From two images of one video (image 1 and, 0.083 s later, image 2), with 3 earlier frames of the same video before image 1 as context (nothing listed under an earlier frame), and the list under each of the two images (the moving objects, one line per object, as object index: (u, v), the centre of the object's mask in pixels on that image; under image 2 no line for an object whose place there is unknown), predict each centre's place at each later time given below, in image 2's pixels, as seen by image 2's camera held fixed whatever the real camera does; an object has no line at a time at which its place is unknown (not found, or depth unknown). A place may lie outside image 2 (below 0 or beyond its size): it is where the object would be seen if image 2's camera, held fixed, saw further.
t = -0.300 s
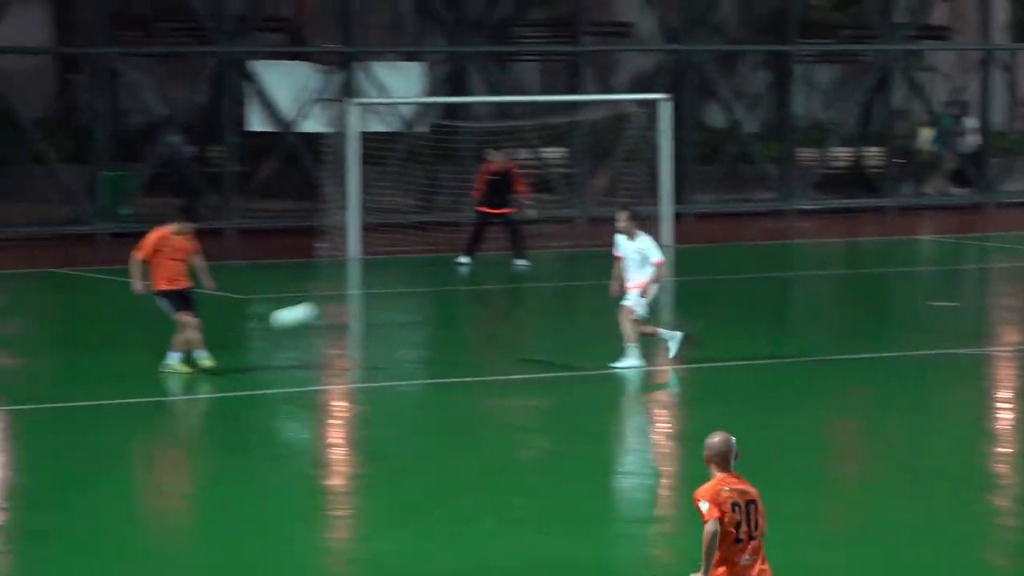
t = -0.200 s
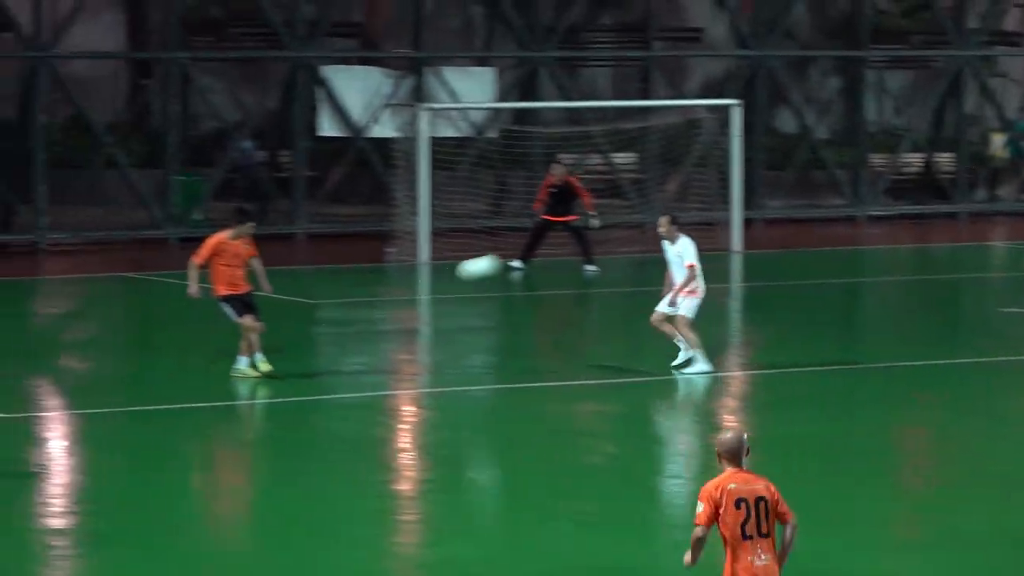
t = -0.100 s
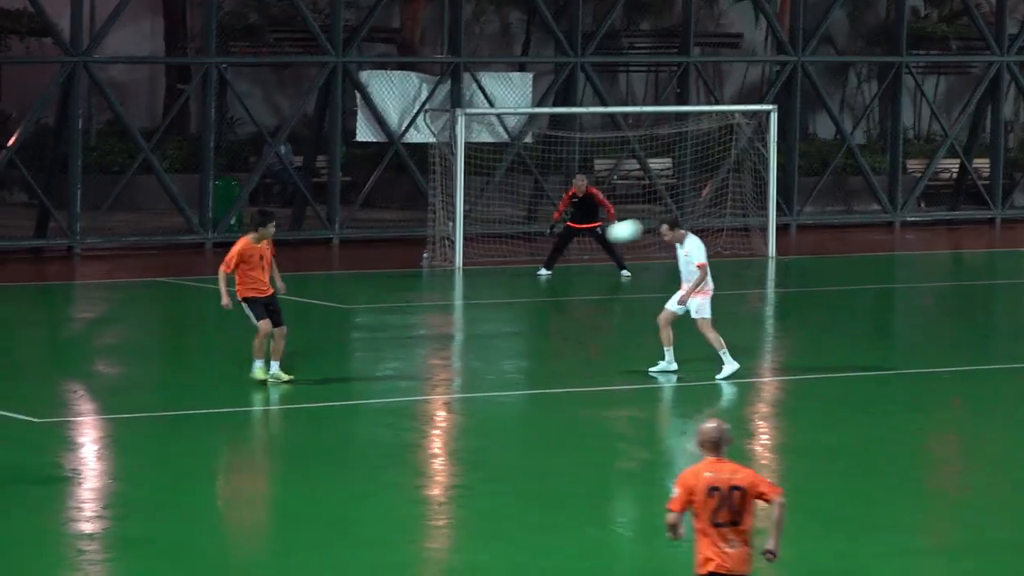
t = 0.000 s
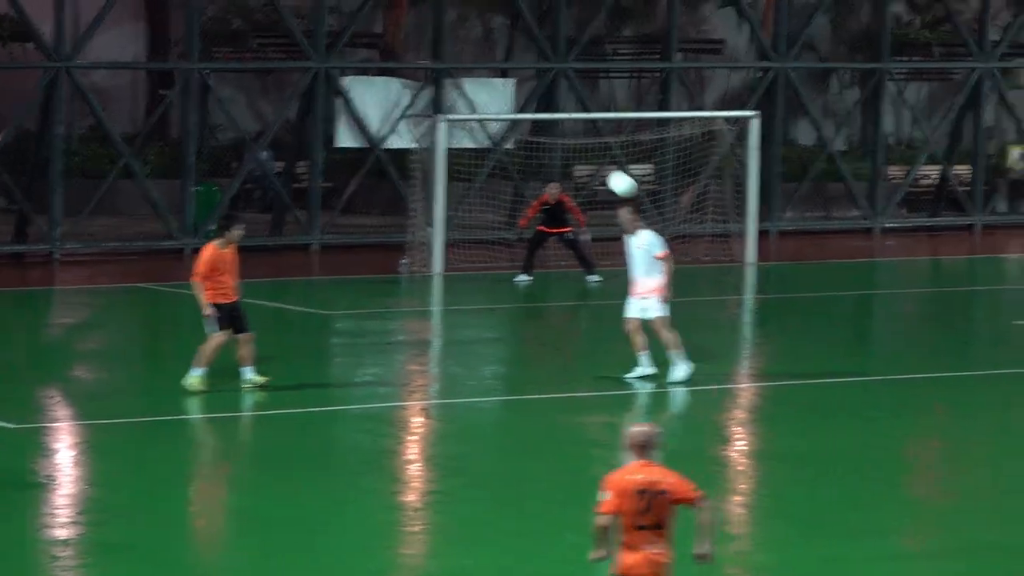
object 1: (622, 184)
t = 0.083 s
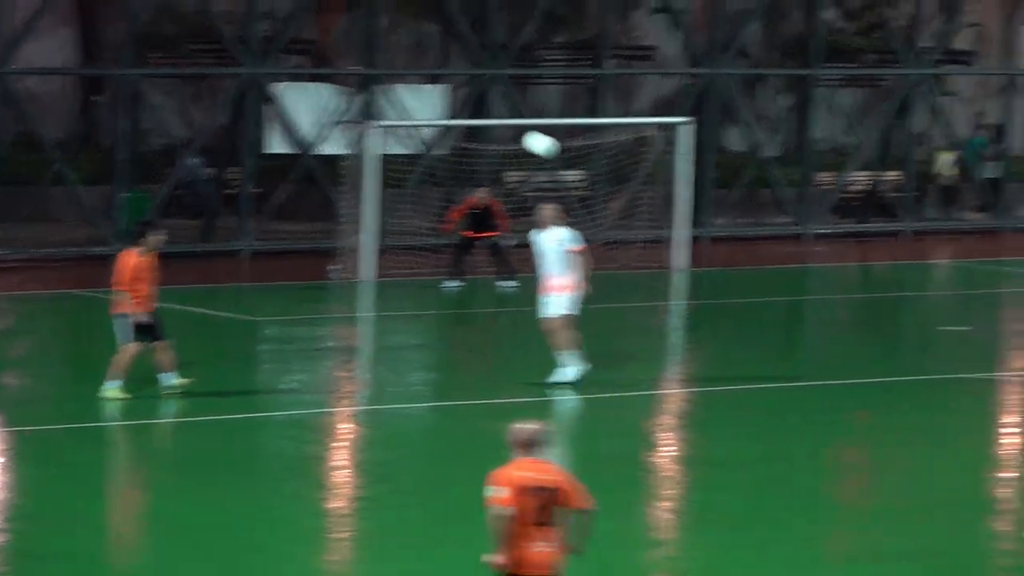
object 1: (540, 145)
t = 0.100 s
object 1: (535, 137)
